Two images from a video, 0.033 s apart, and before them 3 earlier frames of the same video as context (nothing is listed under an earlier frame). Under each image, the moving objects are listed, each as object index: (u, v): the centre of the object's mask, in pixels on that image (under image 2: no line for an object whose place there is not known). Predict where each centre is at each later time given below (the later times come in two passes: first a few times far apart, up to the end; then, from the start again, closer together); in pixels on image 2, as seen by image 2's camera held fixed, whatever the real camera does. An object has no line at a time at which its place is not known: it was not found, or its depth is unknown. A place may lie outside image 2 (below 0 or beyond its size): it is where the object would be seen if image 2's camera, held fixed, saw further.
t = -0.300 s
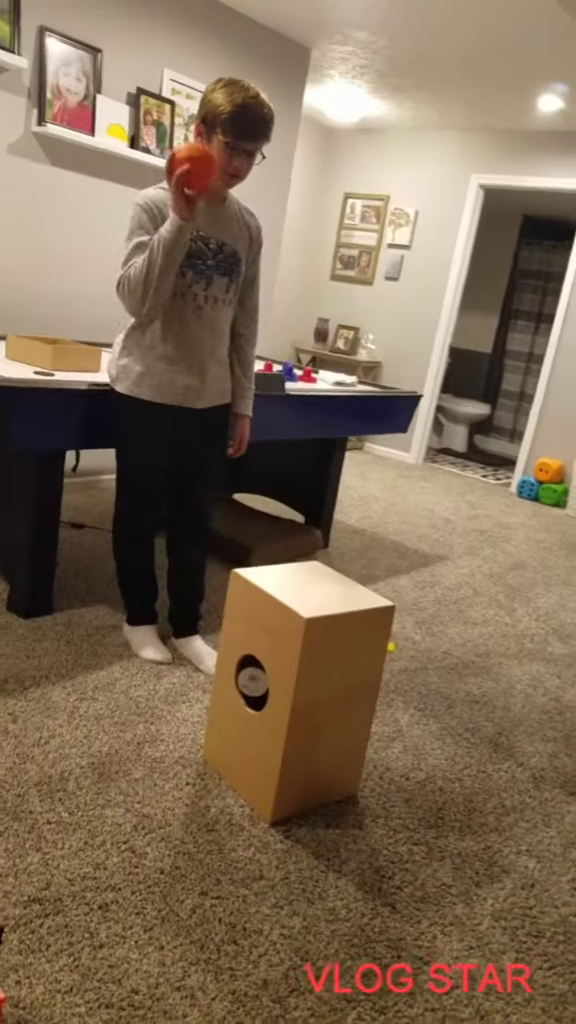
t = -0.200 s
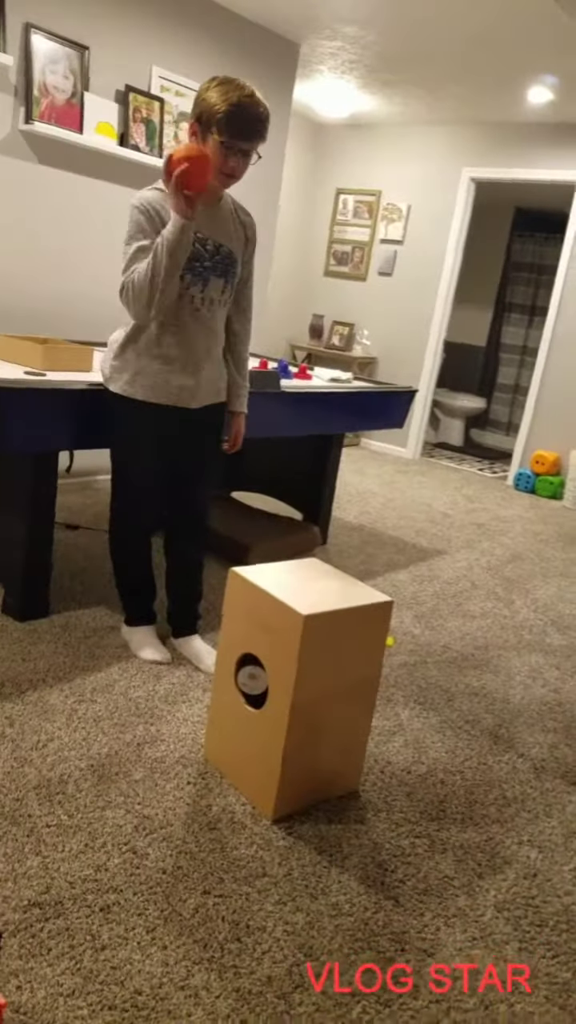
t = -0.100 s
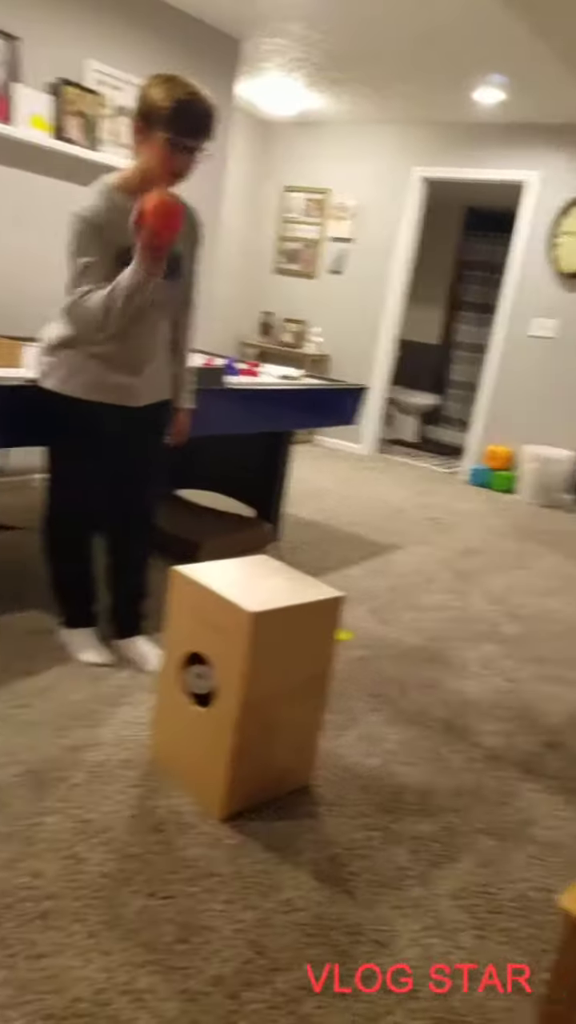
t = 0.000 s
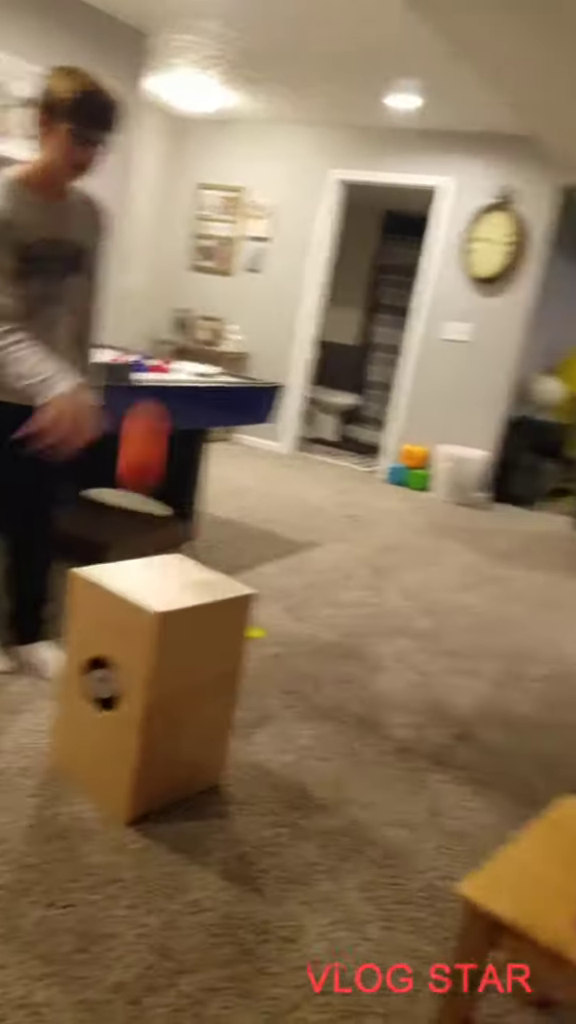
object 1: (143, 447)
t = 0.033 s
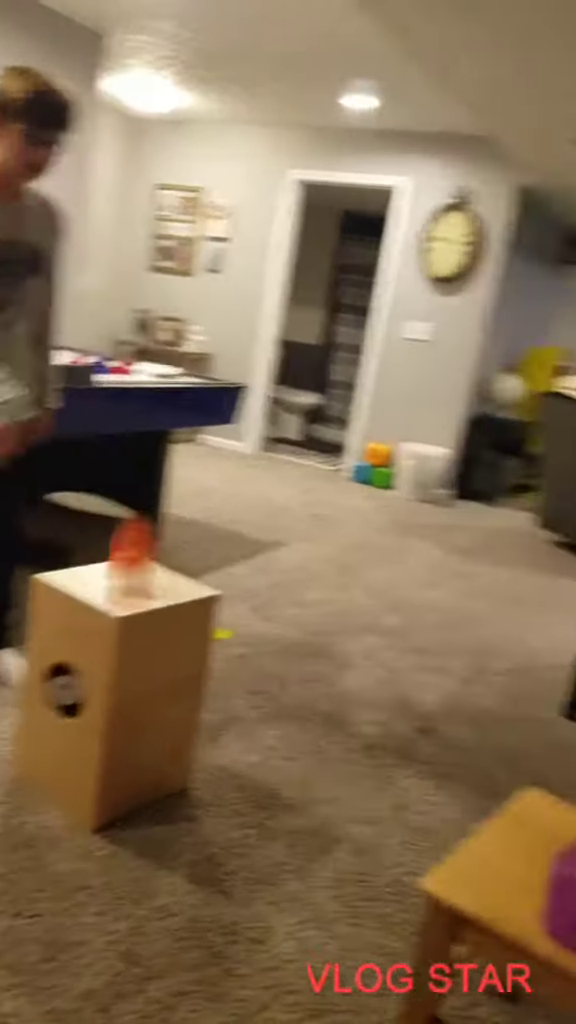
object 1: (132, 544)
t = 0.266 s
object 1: (273, 319)
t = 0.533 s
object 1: (478, 342)
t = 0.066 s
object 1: (152, 533)
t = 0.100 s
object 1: (167, 491)
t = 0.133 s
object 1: (184, 448)
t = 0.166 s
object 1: (204, 409)
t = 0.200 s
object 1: (231, 374)
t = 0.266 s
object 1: (273, 319)
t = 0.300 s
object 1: (299, 297)
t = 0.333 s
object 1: (322, 282)
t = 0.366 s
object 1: (348, 274)
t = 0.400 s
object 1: (373, 273)
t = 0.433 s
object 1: (400, 279)
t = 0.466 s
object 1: (428, 292)
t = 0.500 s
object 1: (453, 313)
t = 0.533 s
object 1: (478, 342)
